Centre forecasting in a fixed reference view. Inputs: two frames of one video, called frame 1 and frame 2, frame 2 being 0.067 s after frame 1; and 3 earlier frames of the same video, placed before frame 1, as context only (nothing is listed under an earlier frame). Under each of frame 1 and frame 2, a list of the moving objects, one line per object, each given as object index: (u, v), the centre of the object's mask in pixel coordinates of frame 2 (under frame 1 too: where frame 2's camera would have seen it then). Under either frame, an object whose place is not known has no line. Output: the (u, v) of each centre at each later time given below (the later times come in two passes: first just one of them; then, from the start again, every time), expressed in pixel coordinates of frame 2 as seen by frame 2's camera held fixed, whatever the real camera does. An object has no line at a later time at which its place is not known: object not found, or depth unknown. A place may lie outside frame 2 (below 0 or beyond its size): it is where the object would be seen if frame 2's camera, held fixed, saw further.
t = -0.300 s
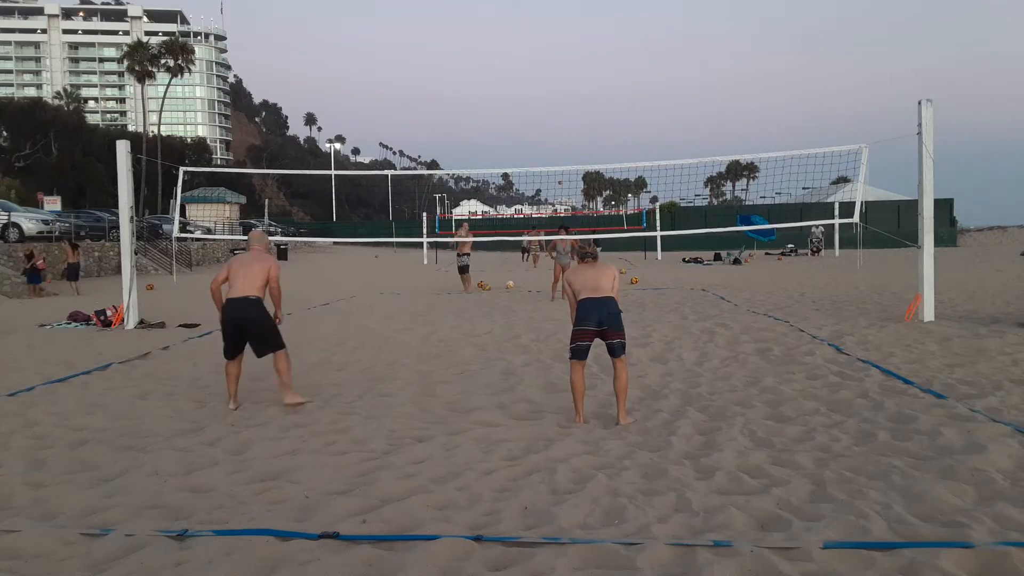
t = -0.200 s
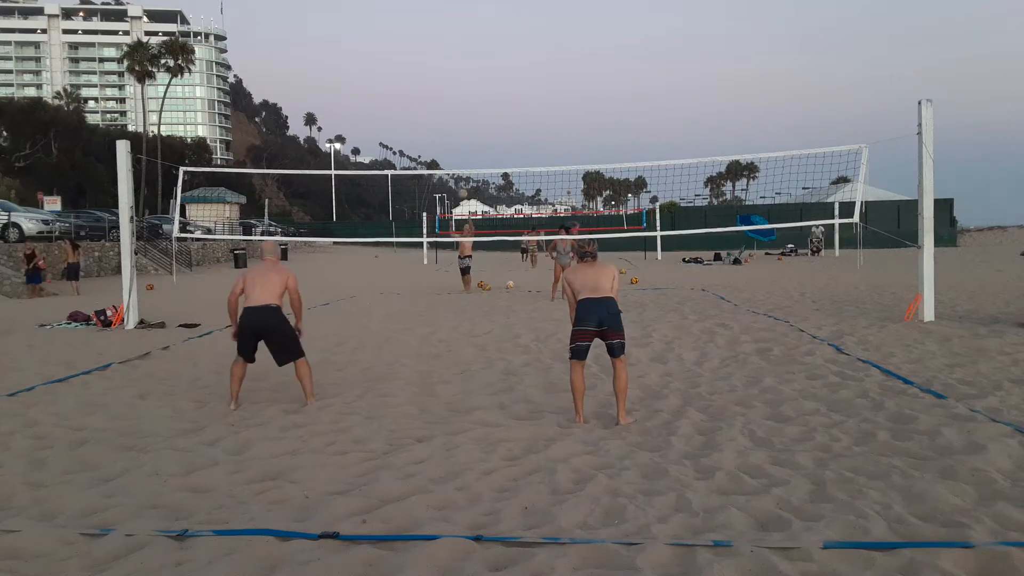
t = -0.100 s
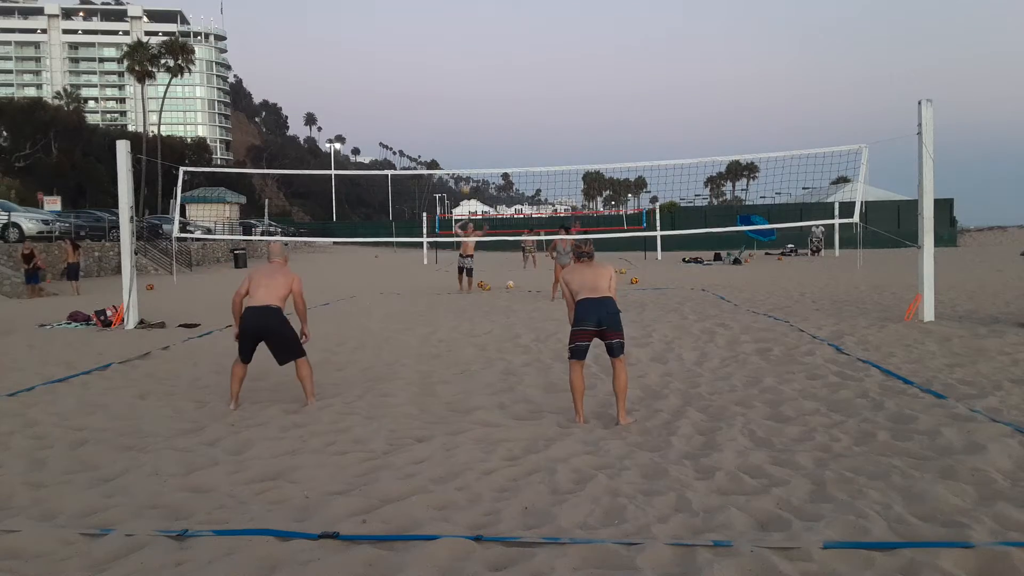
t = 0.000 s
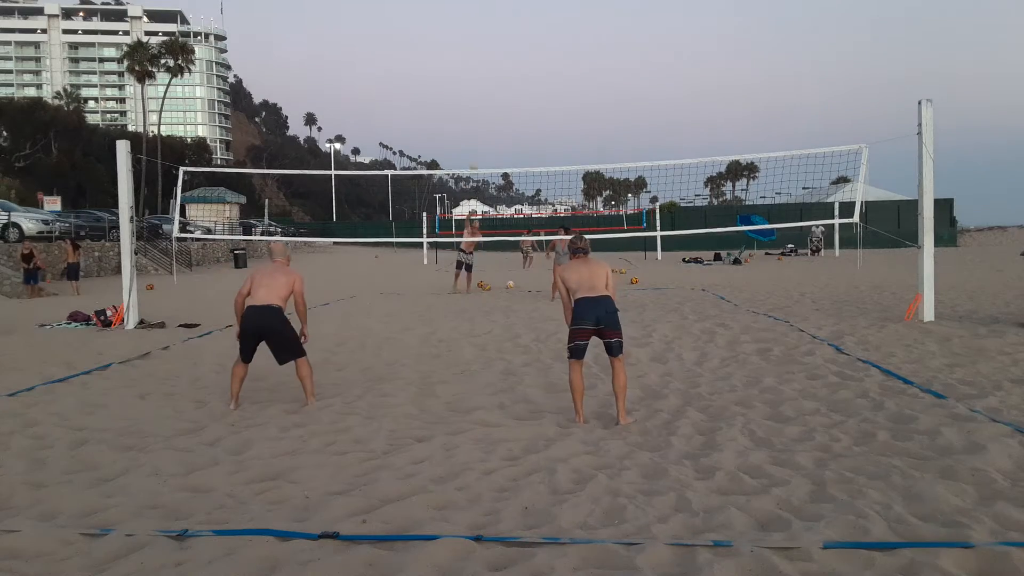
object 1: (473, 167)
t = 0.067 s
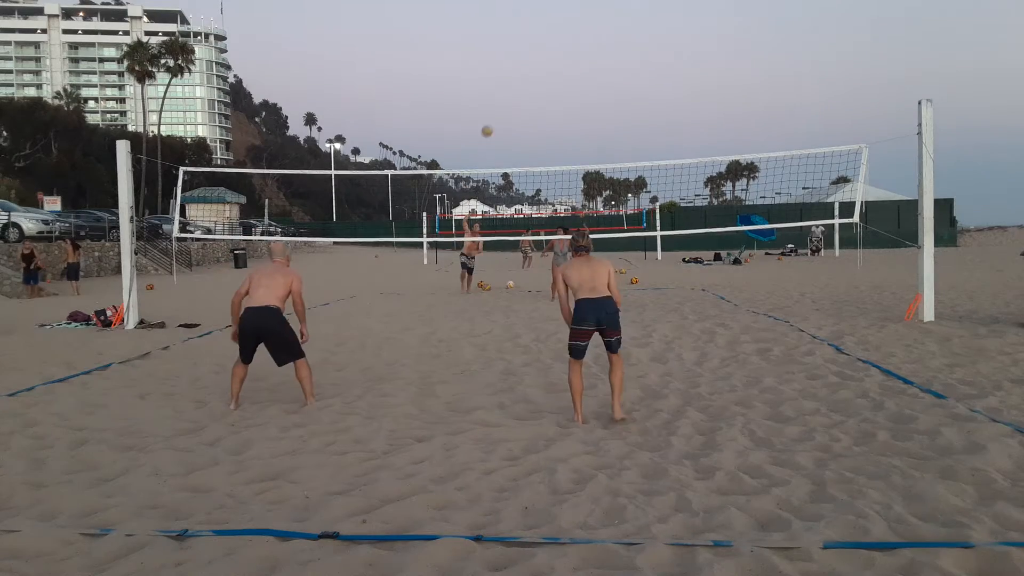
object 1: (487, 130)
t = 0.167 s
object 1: (518, 101)
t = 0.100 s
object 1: (495, 116)
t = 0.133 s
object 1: (505, 107)
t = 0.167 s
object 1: (518, 101)
